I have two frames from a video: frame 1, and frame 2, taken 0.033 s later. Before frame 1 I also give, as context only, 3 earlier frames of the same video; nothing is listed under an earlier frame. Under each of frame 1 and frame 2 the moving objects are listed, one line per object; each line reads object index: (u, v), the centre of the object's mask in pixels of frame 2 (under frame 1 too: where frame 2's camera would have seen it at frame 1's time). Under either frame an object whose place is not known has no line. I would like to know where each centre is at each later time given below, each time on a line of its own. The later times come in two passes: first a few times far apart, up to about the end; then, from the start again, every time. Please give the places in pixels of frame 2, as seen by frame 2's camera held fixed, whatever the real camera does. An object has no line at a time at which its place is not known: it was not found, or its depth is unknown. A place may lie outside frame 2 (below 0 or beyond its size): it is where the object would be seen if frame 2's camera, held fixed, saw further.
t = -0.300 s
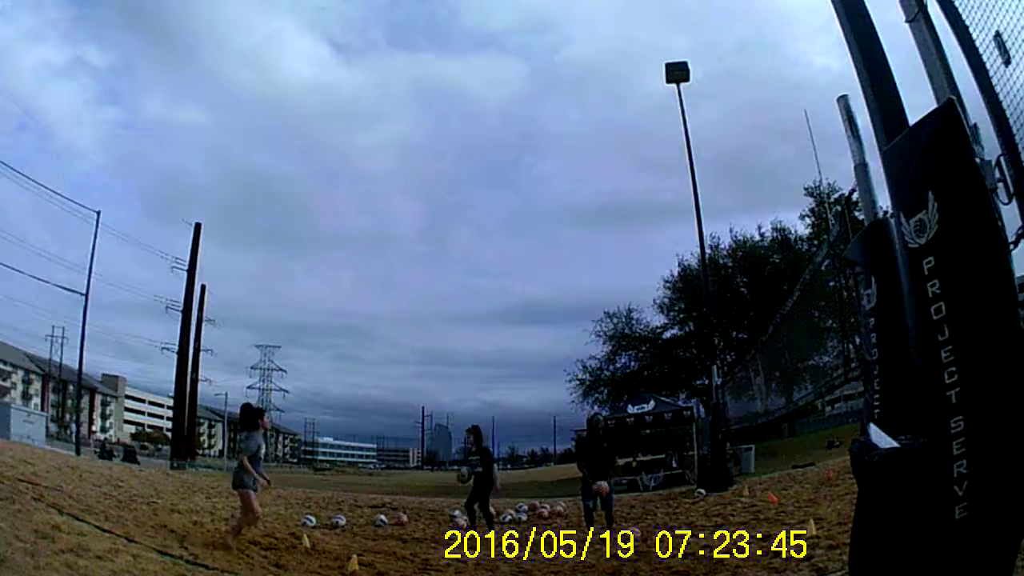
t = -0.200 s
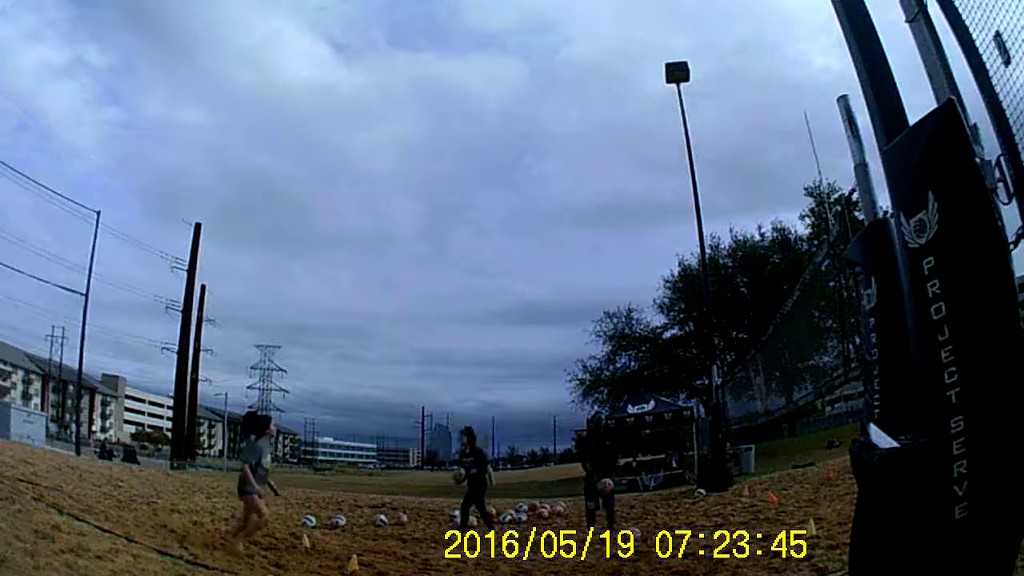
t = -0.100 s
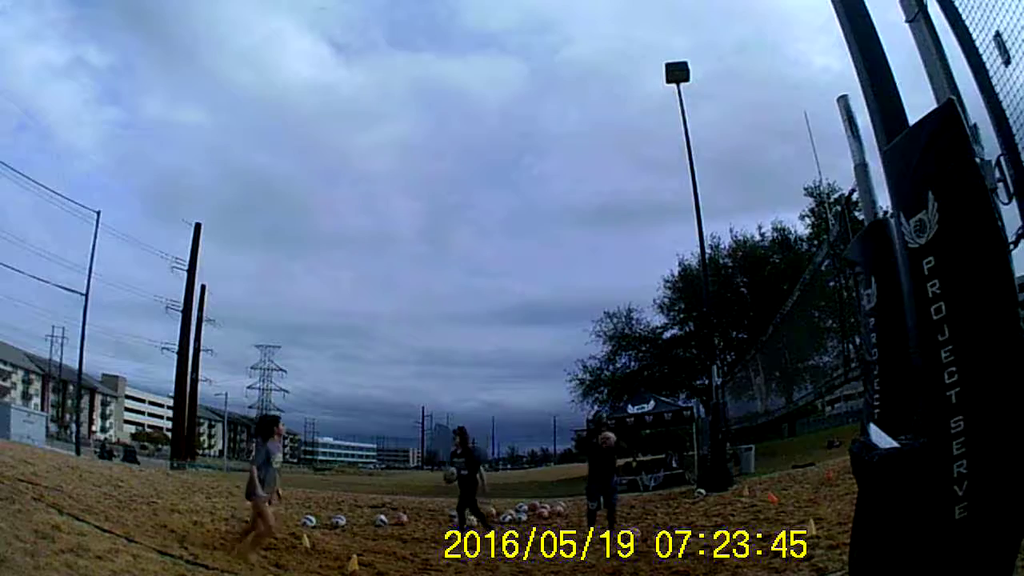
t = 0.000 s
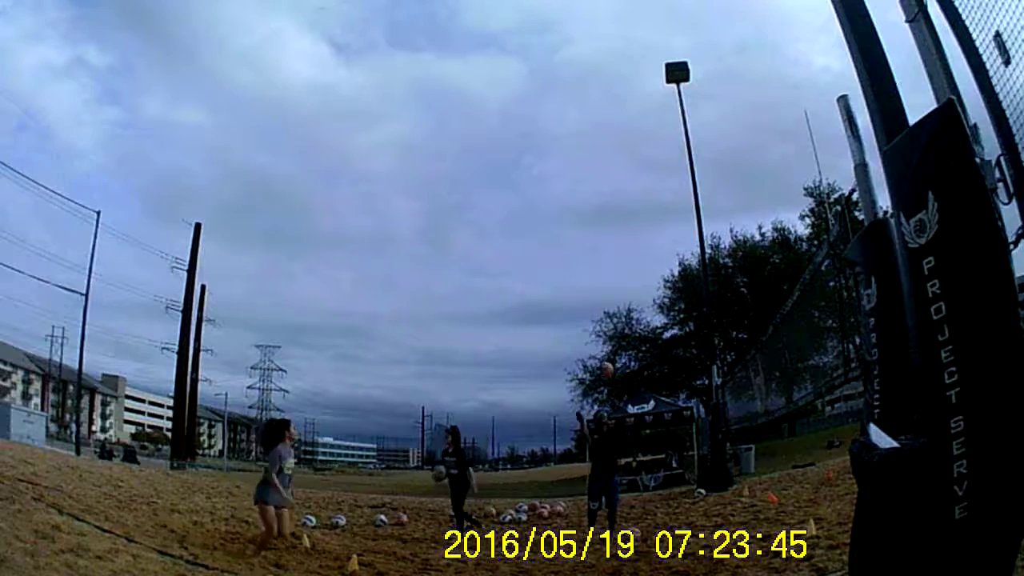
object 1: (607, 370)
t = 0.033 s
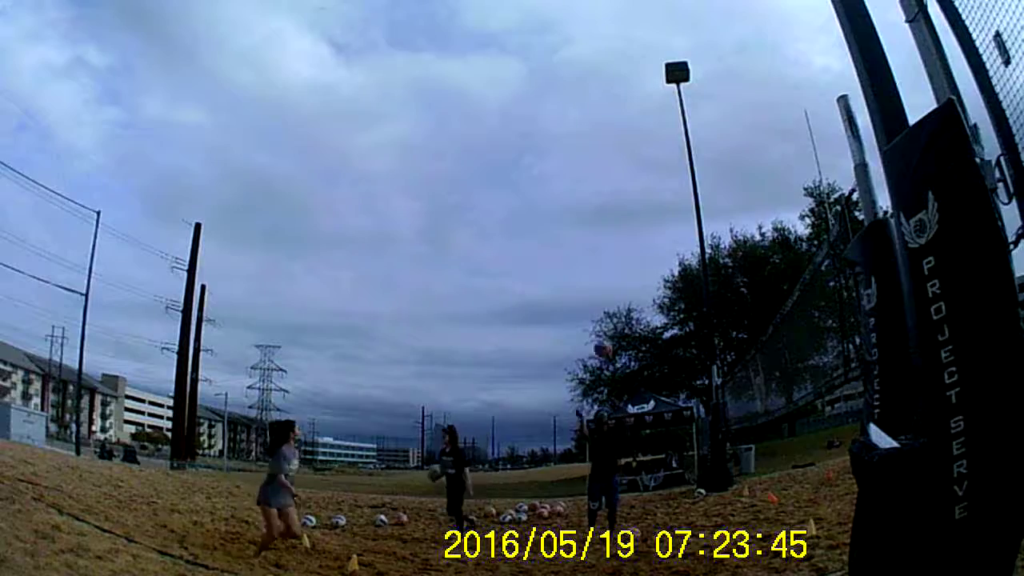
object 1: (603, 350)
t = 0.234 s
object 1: (593, 239)
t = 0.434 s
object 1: (585, 164)
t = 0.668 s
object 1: (582, 116)
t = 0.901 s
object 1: (585, 112)
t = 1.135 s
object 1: (596, 153)
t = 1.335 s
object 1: (612, 231)
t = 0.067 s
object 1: (600, 328)
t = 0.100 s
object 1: (599, 308)
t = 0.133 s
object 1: (598, 289)
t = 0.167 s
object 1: (597, 271)
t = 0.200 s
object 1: (595, 254)
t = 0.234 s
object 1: (593, 239)
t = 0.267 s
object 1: (592, 224)
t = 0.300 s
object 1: (590, 210)
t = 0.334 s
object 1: (589, 197)
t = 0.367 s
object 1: (587, 185)
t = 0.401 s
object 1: (586, 174)
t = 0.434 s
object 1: (585, 164)
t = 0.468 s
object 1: (584, 154)
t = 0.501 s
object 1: (583, 146)
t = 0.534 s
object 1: (583, 138)
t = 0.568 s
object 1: (582, 132)
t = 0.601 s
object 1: (582, 126)
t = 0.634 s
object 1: (582, 121)
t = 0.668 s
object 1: (582, 116)
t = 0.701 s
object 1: (582, 113)
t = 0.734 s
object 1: (582, 111)
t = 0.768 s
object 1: (583, 109)
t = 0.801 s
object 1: (583, 109)
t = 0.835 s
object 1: (584, 109)
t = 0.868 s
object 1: (584, 110)
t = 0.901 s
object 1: (585, 112)
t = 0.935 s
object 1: (587, 115)
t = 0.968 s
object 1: (588, 119)
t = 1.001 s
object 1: (589, 123)
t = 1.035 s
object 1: (591, 129)
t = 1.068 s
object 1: (592, 136)
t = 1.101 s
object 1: (594, 143)
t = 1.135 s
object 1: (596, 153)
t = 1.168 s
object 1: (598, 163)
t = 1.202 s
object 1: (600, 174)
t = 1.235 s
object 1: (603, 186)
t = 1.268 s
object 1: (605, 200)
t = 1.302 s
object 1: (608, 215)
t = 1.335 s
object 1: (612, 231)
